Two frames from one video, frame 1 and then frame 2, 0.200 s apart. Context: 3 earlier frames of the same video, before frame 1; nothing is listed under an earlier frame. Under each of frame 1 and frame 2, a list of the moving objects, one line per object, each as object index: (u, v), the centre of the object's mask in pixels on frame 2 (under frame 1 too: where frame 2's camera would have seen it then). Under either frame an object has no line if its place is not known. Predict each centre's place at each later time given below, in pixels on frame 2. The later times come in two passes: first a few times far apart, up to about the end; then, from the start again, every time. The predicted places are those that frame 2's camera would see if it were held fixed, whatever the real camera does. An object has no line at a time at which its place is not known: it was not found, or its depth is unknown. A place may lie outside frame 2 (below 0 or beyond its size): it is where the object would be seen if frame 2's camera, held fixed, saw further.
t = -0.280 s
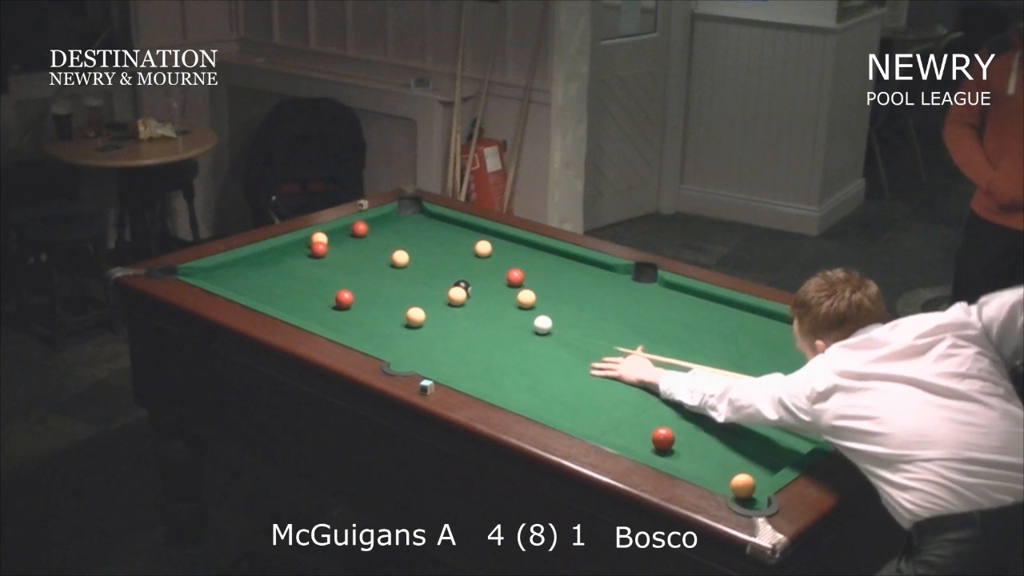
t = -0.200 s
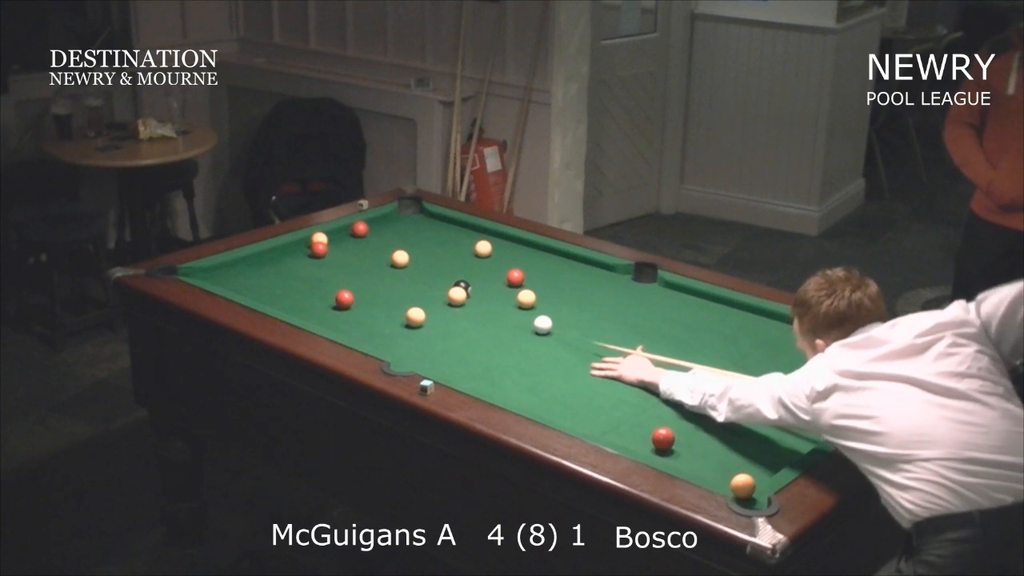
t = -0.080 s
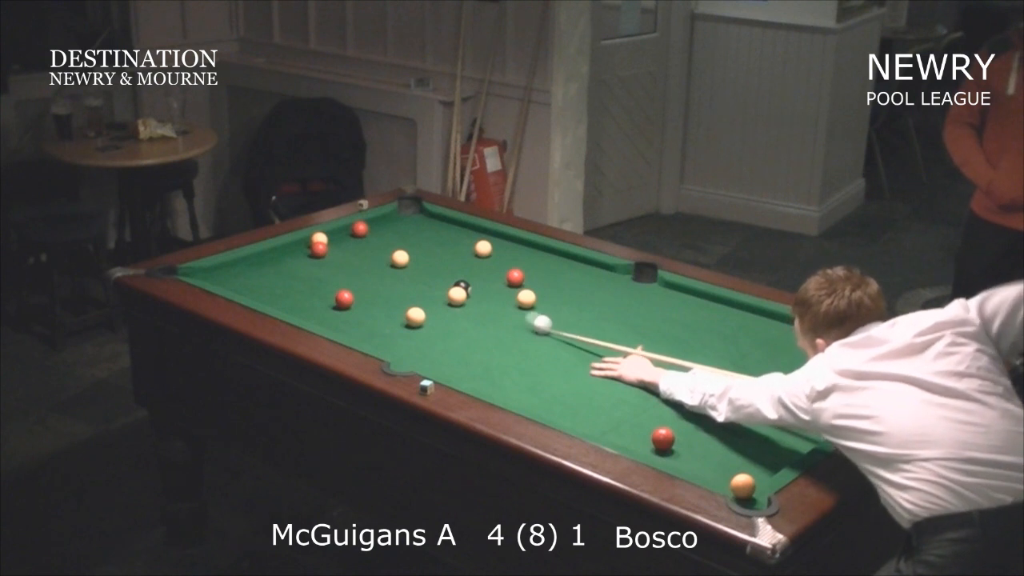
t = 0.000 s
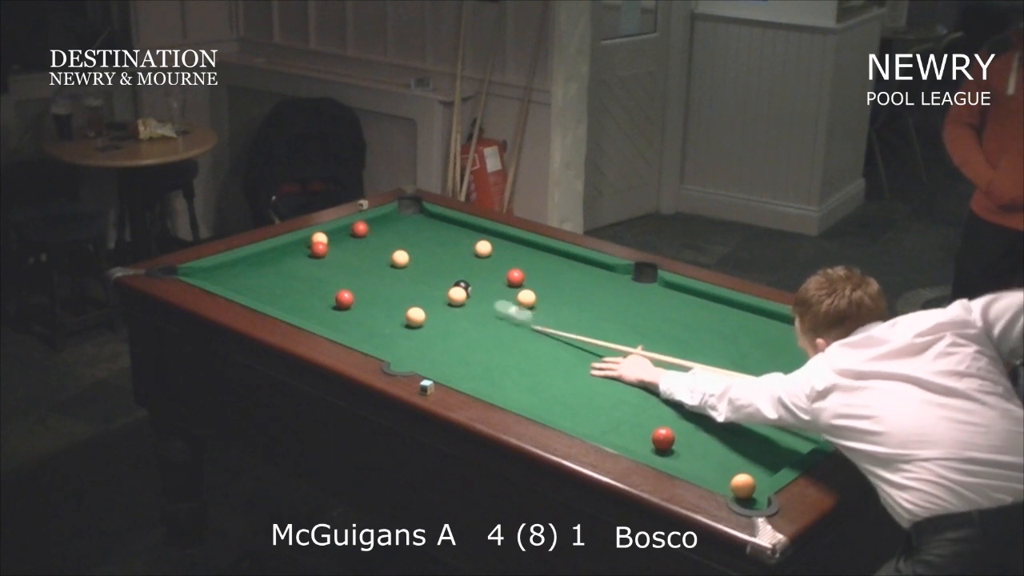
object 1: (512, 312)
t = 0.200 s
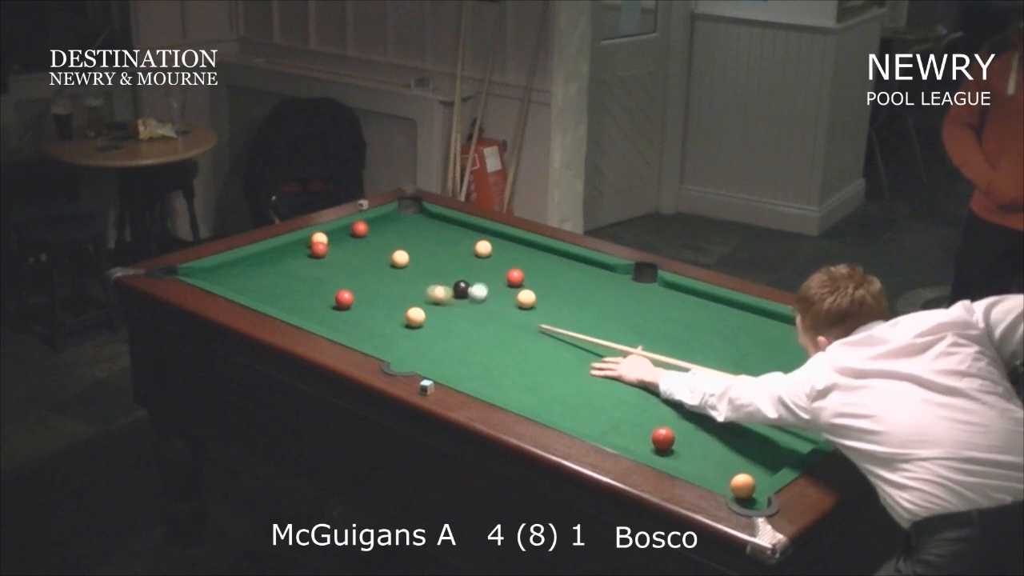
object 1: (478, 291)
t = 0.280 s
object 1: (482, 287)
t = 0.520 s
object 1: (491, 275)
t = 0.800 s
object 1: (500, 264)
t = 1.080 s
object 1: (509, 254)
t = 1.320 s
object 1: (515, 247)
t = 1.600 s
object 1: (516, 242)
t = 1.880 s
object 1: (503, 244)
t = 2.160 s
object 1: (495, 245)
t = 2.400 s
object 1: (494, 244)
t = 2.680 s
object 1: (494, 244)
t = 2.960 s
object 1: (494, 244)
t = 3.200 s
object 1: (494, 245)
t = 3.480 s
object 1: (494, 244)
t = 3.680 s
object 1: (494, 244)
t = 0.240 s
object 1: (481, 289)
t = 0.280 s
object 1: (482, 287)
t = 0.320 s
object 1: (483, 285)
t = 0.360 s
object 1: (485, 283)
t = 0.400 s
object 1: (486, 281)
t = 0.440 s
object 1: (488, 279)
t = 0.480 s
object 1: (489, 277)
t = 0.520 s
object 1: (491, 275)
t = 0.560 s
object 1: (492, 274)
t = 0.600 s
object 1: (493, 272)
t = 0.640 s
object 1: (495, 270)
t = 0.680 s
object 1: (497, 268)
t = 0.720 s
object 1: (498, 267)
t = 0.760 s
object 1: (499, 265)
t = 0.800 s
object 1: (500, 264)
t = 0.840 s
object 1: (501, 262)
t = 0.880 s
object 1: (503, 261)
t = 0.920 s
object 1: (504, 259)
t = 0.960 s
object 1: (505, 258)
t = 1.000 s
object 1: (507, 256)
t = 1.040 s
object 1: (508, 255)
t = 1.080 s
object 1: (509, 254)
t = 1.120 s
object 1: (510, 253)
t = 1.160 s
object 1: (511, 251)
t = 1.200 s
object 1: (512, 250)
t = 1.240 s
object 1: (513, 249)
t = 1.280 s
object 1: (514, 248)
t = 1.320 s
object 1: (515, 247)
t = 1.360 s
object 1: (516, 246)
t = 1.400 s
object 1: (517, 244)
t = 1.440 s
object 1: (518, 243)
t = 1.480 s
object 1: (519, 242)
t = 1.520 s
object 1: (519, 241)
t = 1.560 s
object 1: (517, 242)
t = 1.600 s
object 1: (516, 242)
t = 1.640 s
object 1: (514, 242)
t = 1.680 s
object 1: (512, 242)
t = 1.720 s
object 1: (510, 243)
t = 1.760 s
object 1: (508, 243)
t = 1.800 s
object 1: (507, 243)
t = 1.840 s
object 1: (505, 243)
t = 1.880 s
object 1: (503, 244)
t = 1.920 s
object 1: (502, 244)
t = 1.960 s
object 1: (501, 244)
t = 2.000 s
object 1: (499, 244)
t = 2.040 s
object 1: (498, 244)
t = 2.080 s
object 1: (497, 244)
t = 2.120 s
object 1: (496, 244)
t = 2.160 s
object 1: (495, 245)
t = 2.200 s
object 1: (495, 244)
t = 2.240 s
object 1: (495, 244)
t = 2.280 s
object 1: (494, 244)
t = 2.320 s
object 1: (494, 244)
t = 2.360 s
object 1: (494, 244)
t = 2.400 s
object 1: (494, 244)
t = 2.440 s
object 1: (494, 244)
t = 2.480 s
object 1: (494, 244)
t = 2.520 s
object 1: (494, 244)
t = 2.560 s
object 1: (494, 244)
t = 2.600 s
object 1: (494, 244)
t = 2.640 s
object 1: (494, 244)
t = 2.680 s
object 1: (494, 244)
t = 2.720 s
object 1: (494, 244)
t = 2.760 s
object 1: (494, 244)
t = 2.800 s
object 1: (494, 244)
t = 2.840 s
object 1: (494, 244)
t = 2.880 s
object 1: (494, 244)
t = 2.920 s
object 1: (494, 245)
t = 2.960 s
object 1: (494, 244)
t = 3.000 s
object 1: (494, 244)
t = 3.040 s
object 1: (494, 244)
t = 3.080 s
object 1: (494, 244)
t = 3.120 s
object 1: (494, 245)
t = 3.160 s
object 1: (494, 245)
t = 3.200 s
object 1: (494, 245)
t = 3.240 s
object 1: (494, 245)
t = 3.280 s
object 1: (494, 244)
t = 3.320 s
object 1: (494, 244)
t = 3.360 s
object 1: (494, 245)
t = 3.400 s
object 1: (494, 245)
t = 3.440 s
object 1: (494, 244)
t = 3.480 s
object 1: (494, 244)
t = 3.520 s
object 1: (494, 244)
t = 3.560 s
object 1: (494, 245)
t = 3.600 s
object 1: (494, 244)
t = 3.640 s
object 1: (494, 244)
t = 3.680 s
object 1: (494, 244)
